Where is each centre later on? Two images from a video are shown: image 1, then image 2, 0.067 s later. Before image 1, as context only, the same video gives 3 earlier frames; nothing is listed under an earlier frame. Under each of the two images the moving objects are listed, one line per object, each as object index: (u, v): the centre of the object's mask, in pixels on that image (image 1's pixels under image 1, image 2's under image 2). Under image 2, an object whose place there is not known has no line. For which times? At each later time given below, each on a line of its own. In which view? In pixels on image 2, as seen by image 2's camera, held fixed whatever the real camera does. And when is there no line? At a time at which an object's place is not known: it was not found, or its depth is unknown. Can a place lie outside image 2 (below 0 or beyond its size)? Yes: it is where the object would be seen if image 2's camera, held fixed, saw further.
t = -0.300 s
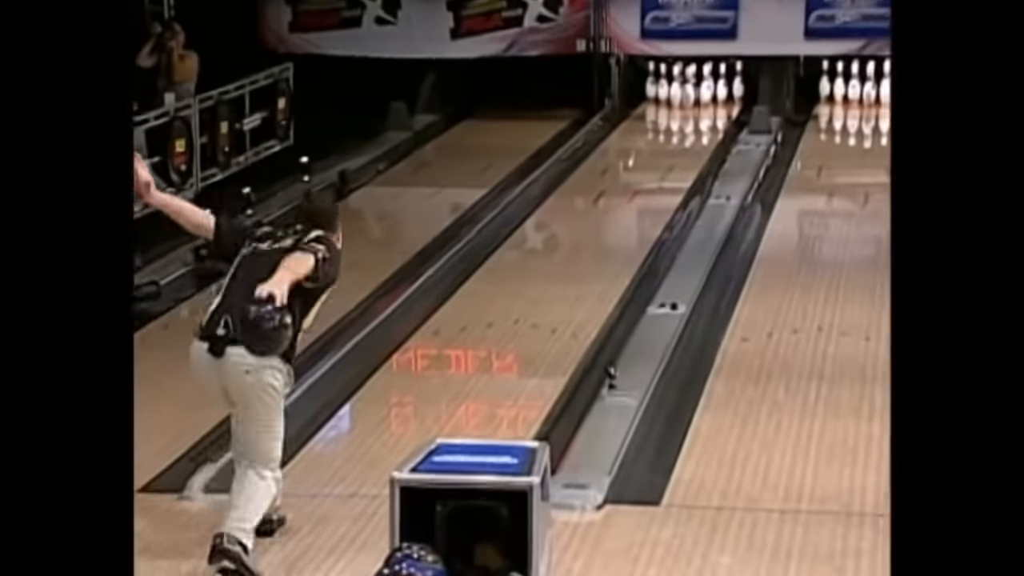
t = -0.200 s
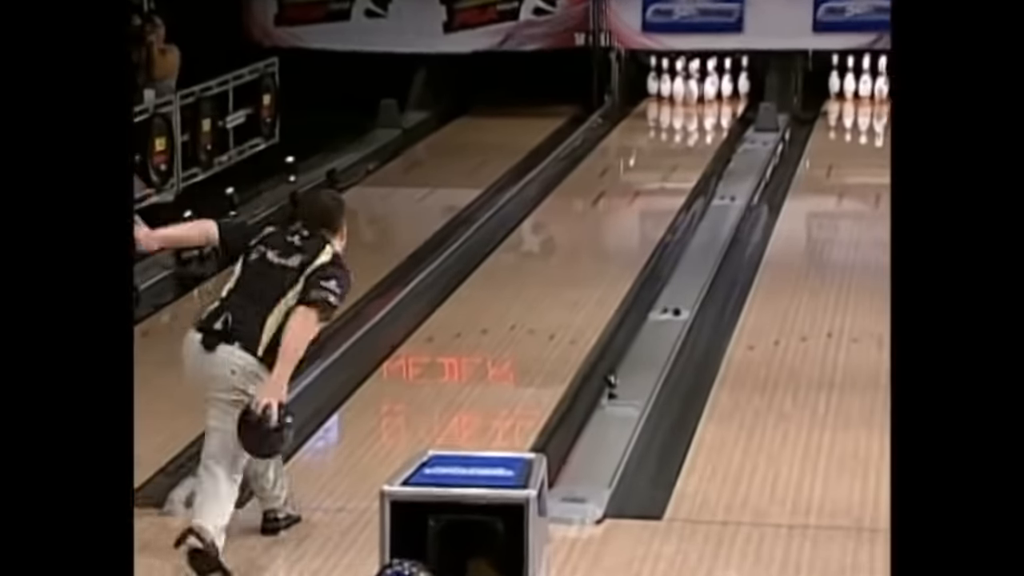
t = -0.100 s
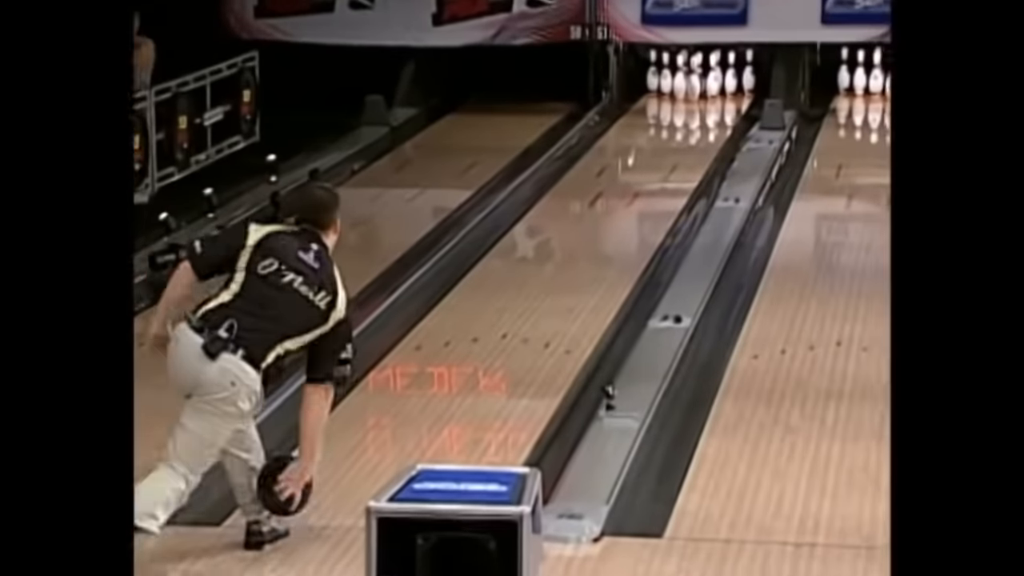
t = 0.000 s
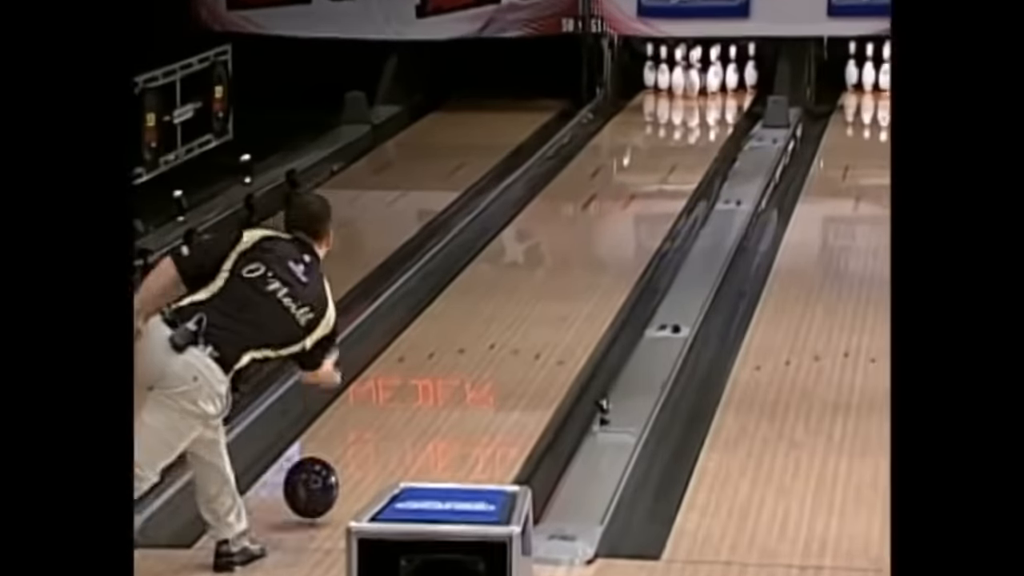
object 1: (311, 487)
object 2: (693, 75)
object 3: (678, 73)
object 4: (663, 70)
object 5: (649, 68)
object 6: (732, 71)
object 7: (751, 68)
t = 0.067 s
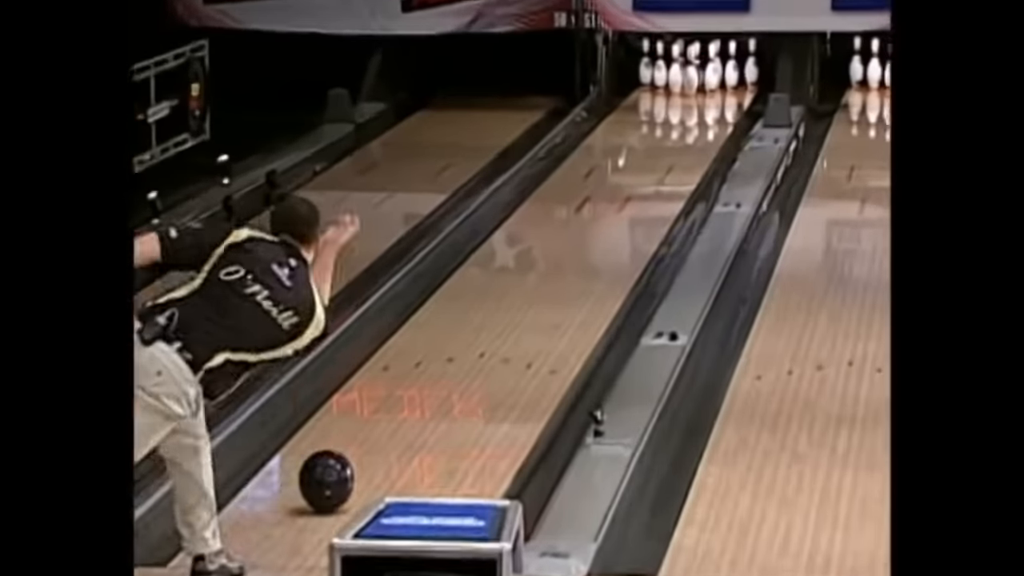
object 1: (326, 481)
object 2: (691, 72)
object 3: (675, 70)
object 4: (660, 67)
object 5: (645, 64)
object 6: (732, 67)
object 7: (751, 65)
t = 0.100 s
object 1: (343, 467)
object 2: (690, 70)
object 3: (675, 68)
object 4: (660, 65)
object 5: (645, 62)
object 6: (732, 65)
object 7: (752, 63)
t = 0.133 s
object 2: (691, 68)
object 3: (676, 66)
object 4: (660, 62)
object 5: (645, 59)
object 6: (733, 62)
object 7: (753, 60)
